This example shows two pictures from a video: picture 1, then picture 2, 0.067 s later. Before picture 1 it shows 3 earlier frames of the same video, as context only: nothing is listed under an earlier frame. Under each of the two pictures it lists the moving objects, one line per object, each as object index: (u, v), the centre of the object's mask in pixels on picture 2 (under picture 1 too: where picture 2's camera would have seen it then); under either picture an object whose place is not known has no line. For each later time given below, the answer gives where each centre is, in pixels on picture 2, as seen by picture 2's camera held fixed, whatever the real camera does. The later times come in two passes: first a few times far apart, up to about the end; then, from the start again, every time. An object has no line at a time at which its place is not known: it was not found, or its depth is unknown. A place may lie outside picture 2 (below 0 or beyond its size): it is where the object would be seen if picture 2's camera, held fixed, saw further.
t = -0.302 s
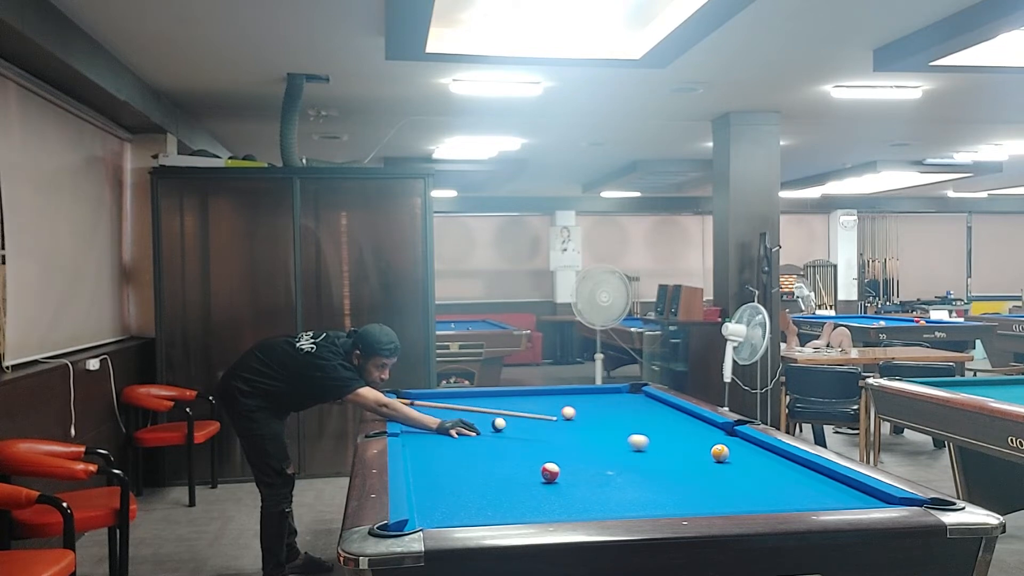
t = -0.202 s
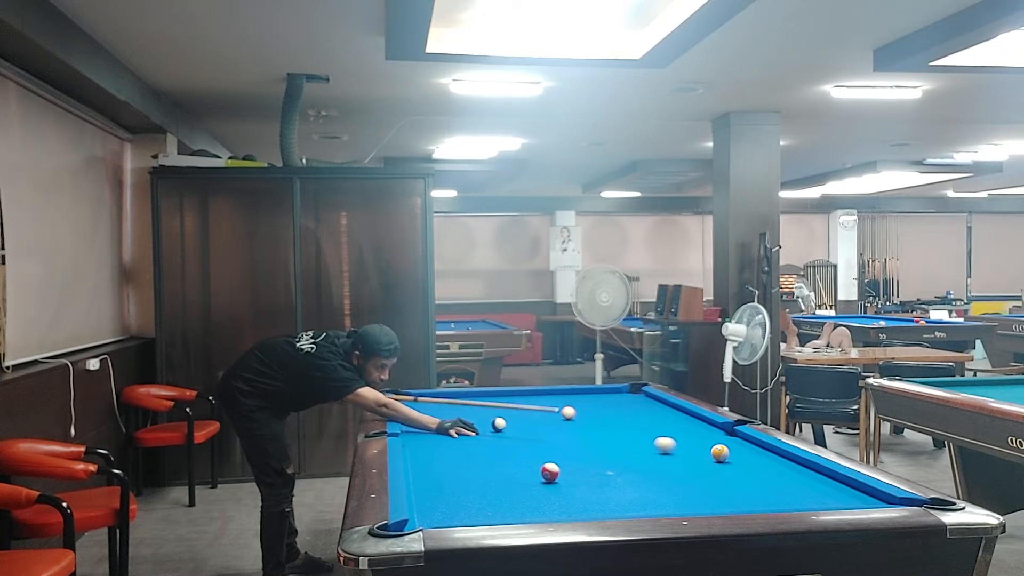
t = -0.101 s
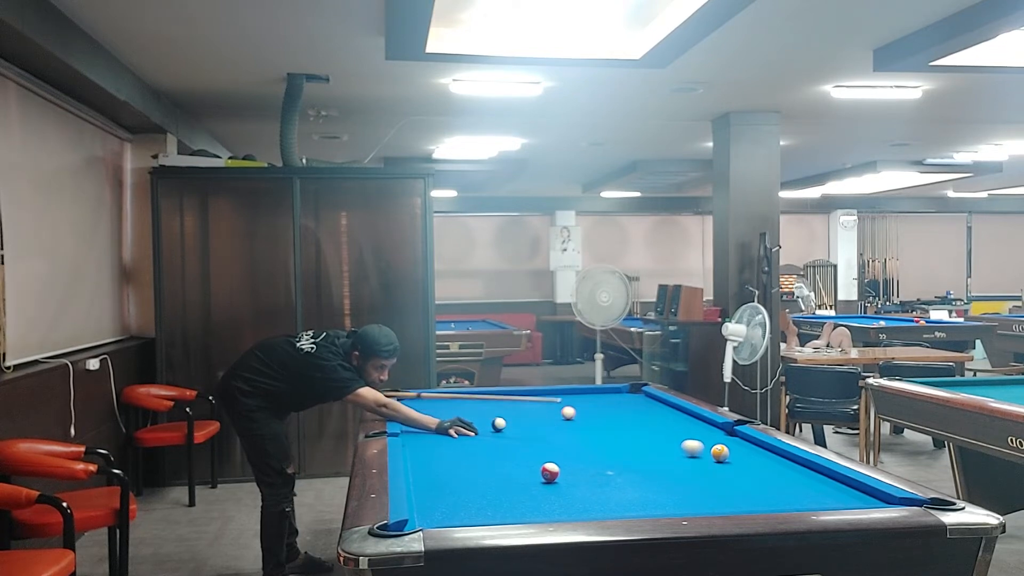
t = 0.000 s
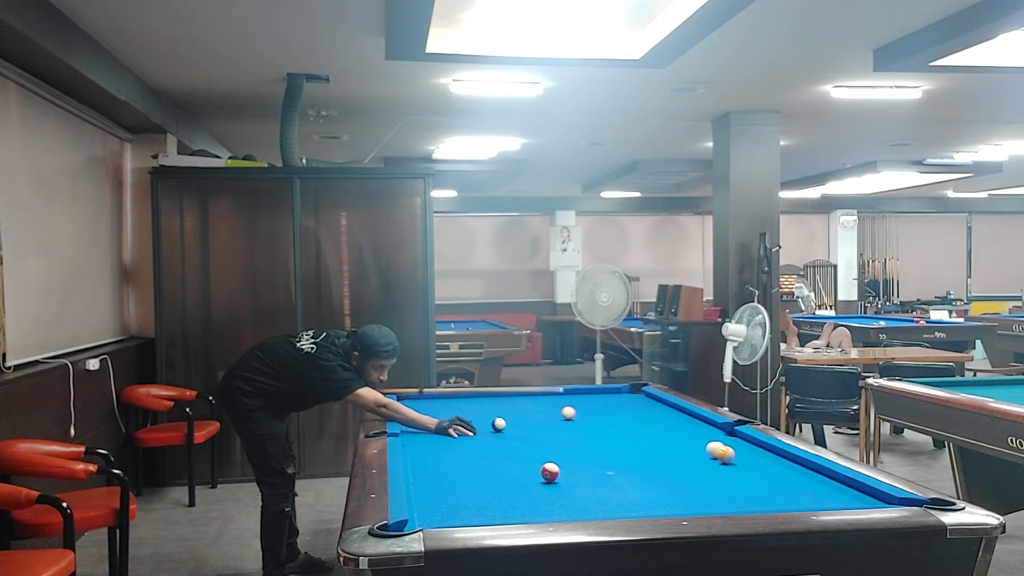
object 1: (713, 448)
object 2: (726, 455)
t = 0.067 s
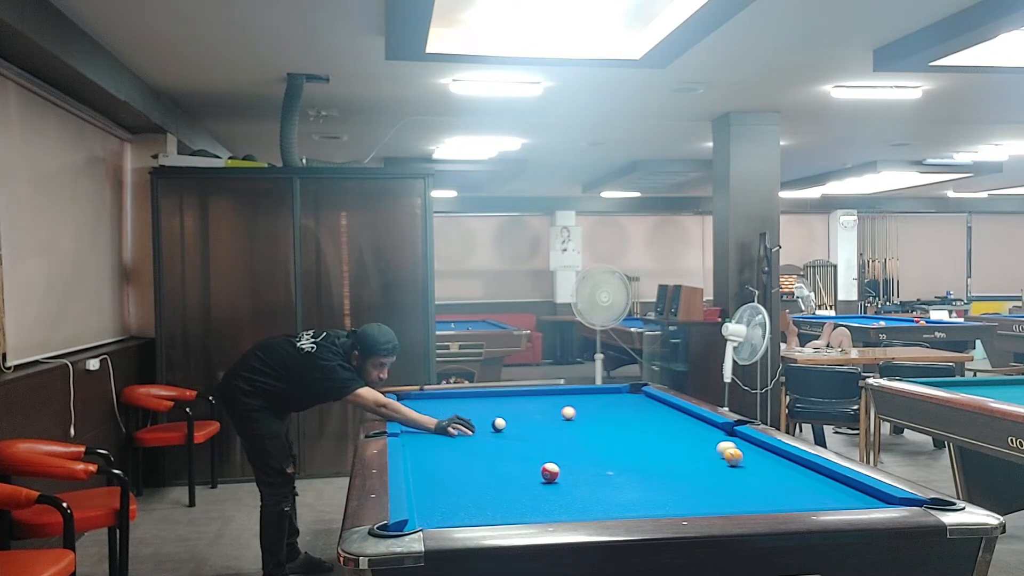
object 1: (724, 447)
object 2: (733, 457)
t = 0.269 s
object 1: (761, 448)
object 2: (754, 462)
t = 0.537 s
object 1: (751, 450)
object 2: (783, 471)
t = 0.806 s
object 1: (728, 449)
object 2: (813, 479)
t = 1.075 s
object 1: (707, 450)
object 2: (845, 488)
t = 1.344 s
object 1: (685, 450)
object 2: (878, 496)
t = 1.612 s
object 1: (666, 450)
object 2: (896, 501)
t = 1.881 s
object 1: (647, 450)
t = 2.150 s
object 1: (629, 450)
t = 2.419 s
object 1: (612, 450)
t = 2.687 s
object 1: (596, 451)
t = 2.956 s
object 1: (581, 451)
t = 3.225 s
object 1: (567, 451)
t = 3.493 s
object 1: (553, 451)
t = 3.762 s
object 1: (541, 451)
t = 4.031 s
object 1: (530, 451)
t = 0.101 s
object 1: (731, 446)
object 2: (737, 458)
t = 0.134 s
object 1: (737, 446)
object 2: (740, 459)
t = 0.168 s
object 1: (743, 446)
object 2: (744, 459)
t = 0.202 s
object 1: (749, 447)
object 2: (747, 460)
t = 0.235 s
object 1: (755, 447)
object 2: (751, 461)
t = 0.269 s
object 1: (761, 448)
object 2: (754, 462)
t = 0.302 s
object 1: (766, 448)
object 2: (758, 463)
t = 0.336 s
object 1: (769, 449)
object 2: (761, 465)
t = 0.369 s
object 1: (766, 448)
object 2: (765, 466)
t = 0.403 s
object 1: (763, 449)
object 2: (769, 467)
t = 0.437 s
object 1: (760, 449)
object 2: (772, 468)
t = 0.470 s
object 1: (757, 449)
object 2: (776, 469)
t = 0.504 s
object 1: (754, 449)
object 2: (780, 470)
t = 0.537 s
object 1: (751, 450)
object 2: (783, 471)
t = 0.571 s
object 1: (748, 450)
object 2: (787, 472)
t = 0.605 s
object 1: (745, 449)
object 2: (790, 473)
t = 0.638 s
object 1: (742, 449)
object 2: (794, 474)
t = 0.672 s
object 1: (739, 449)
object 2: (798, 475)
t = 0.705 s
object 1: (736, 449)
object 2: (802, 476)
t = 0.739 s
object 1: (734, 449)
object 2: (806, 477)
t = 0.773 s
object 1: (731, 449)
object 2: (809, 478)
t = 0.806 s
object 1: (728, 449)
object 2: (813, 479)
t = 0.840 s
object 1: (726, 449)
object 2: (817, 480)
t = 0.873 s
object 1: (723, 450)
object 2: (821, 482)
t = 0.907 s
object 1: (720, 450)
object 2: (825, 483)
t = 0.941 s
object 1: (717, 450)
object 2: (829, 484)
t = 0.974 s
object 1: (715, 450)
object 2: (833, 485)
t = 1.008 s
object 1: (712, 449)
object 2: (837, 486)
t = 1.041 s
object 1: (709, 449)
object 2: (841, 487)
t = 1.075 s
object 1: (707, 450)
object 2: (845, 488)
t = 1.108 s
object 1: (704, 450)
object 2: (849, 490)
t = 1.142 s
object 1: (701, 450)
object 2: (853, 491)
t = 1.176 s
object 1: (699, 450)
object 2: (857, 492)
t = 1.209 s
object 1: (696, 450)
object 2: (861, 493)
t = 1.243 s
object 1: (693, 450)
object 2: (866, 494)
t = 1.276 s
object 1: (691, 450)
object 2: (870, 494)
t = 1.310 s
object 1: (688, 450)
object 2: (874, 495)
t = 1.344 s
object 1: (685, 450)
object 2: (878, 496)
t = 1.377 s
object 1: (683, 450)
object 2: (882, 497)
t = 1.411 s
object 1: (680, 450)
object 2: (886, 498)
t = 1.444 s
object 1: (678, 450)
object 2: (888, 498)
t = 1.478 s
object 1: (675, 450)
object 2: (889, 498)
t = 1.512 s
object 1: (673, 450)
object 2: (891, 499)
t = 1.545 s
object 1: (670, 450)
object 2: (893, 500)
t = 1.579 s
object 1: (668, 450)
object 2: (894, 500)
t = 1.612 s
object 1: (666, 450)
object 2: (896, 501)
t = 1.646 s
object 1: (663, 450)
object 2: (898, 502)
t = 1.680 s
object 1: (661, 450)
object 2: (899, 502)
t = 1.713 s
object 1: (658, 450)
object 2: (900, 502)
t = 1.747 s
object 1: (656, 450)
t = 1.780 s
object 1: (654, 450)
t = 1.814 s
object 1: (651, 450)
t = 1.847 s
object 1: (649, 450)
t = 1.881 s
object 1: (647, 450)
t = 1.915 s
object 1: (644, 450)
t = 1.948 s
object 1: (642, 450)
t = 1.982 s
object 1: (640, 450)
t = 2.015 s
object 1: (638, 450)
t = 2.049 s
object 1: (635, 450)
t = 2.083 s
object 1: (633, 450)
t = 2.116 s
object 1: (631, 450)
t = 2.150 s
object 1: (629, 450)
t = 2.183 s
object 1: (627, 450)
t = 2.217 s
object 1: (625, 450)
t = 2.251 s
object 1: (622, 450)
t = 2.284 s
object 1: (620, 450)
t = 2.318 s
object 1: (618, 451)
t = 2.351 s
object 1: (616, 451)
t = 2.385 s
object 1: (614, 451)
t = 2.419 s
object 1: (612, 450)
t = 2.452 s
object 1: (610, 450)
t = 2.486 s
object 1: (608, 451)
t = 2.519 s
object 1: (606, 451)
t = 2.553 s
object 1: (604, 451)
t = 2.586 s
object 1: (602, 451)
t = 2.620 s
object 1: (600, 451)
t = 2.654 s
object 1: (598, 451)
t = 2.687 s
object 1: (596, 451)
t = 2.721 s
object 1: (594, 451)
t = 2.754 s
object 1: (592, 451)
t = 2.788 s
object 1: (590, 451)
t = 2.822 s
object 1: (588, 451)
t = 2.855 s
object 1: (586, 451)
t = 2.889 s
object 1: (584, 451)
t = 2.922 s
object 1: (582, 451)
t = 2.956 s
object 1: (581, 451)
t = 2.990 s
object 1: (579, 451)
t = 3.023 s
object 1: (577, 451)
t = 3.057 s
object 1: (575, 451)
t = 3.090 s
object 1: (573, 451)
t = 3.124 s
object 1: (572, 451)
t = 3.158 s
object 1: (570, 451)
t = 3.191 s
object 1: (568, 451)
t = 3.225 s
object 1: (567, 451)
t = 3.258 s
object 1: (565, 451)
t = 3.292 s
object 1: (563, 451)
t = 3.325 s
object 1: (561, 451)
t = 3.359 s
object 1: (560, 451)
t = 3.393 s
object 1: (558, 451)
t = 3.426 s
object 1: (557, 451)
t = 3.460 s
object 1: (555, 451)
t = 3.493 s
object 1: (553, 451)
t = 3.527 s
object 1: (552, 451)
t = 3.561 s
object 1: (551, 451)
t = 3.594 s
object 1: (549, 451)
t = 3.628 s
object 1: (547, 451)
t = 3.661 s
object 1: (546, 451)
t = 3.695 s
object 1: (544, 451)
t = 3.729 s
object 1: (543, 451)
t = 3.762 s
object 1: (541, 451)
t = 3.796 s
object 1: (540, 451)
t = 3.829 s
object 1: (538, 451)
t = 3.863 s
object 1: (537, 451)
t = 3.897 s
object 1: (536, 451)
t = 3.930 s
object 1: (534, 451)
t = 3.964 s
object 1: (533, 451)
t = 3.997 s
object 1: (531, 451)
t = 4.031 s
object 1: (530, 451)
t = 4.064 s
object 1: (529, 451)
